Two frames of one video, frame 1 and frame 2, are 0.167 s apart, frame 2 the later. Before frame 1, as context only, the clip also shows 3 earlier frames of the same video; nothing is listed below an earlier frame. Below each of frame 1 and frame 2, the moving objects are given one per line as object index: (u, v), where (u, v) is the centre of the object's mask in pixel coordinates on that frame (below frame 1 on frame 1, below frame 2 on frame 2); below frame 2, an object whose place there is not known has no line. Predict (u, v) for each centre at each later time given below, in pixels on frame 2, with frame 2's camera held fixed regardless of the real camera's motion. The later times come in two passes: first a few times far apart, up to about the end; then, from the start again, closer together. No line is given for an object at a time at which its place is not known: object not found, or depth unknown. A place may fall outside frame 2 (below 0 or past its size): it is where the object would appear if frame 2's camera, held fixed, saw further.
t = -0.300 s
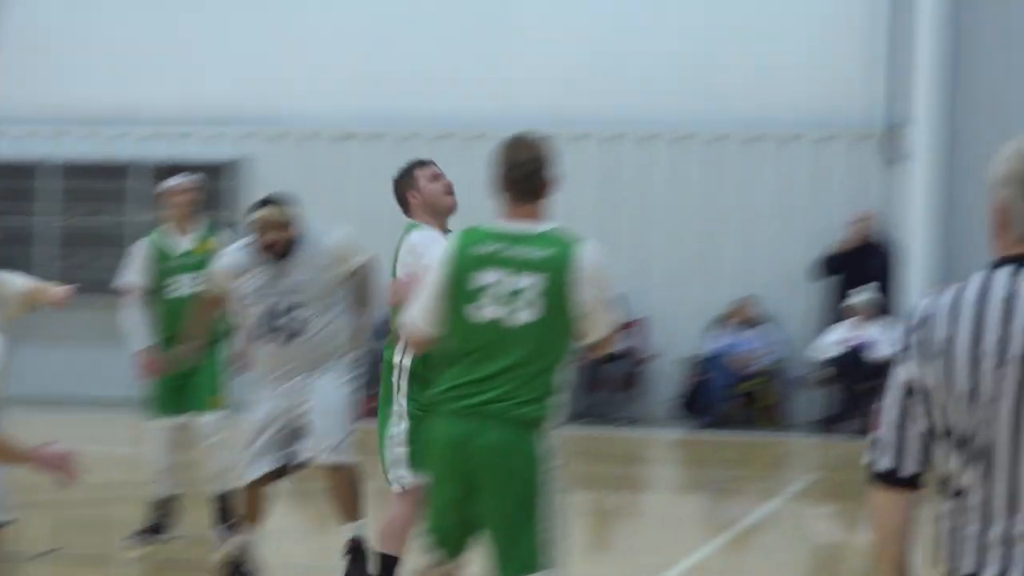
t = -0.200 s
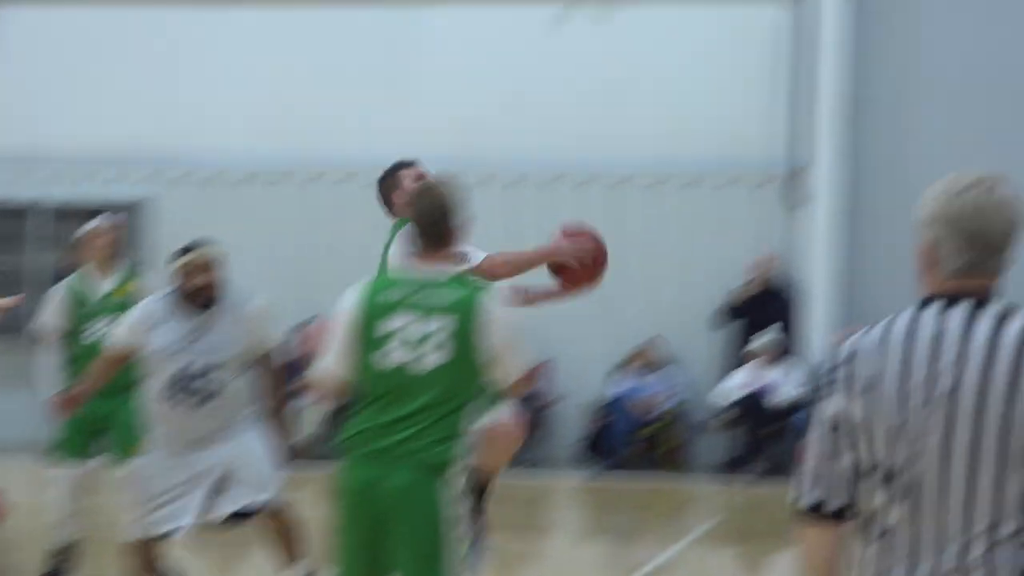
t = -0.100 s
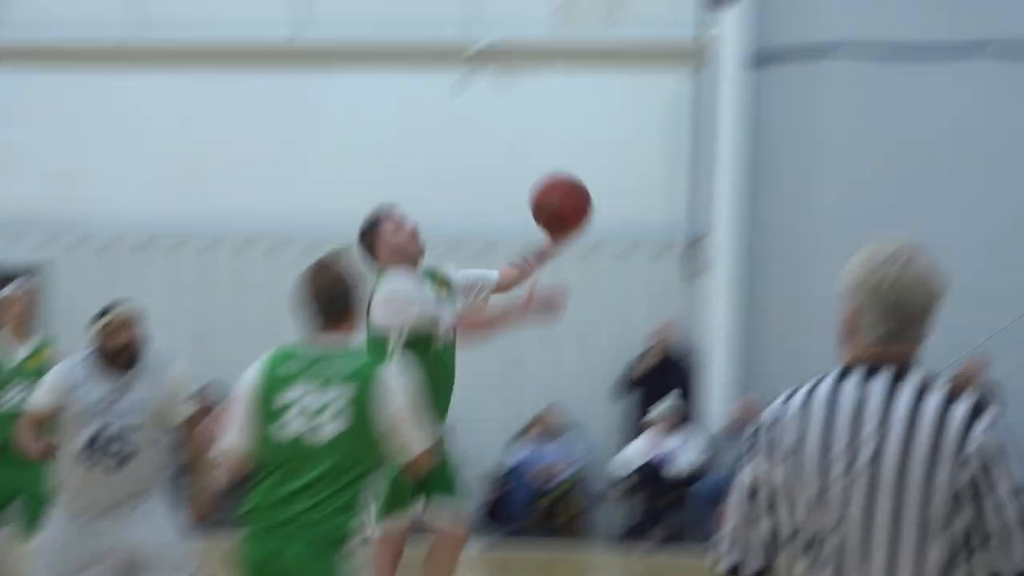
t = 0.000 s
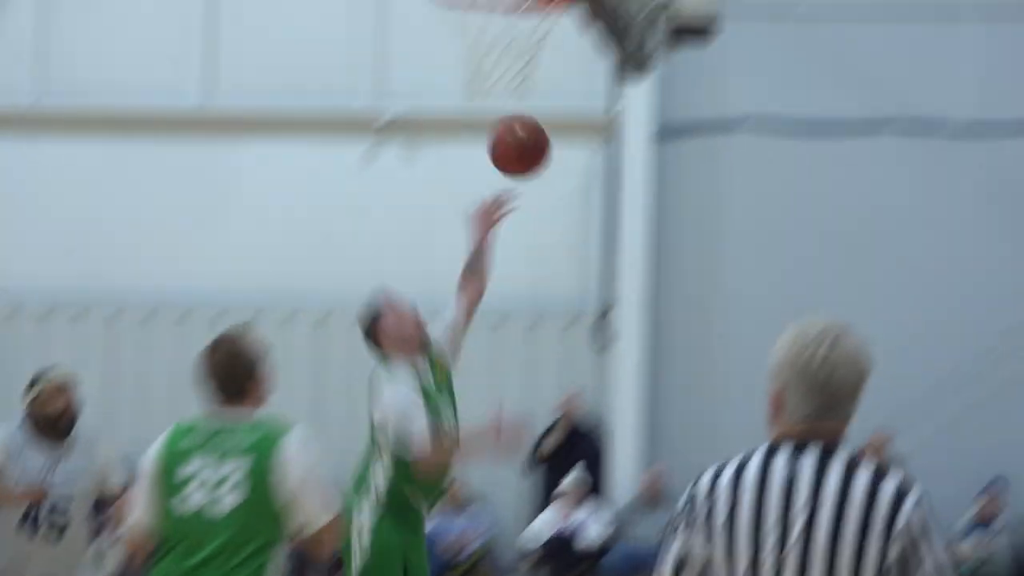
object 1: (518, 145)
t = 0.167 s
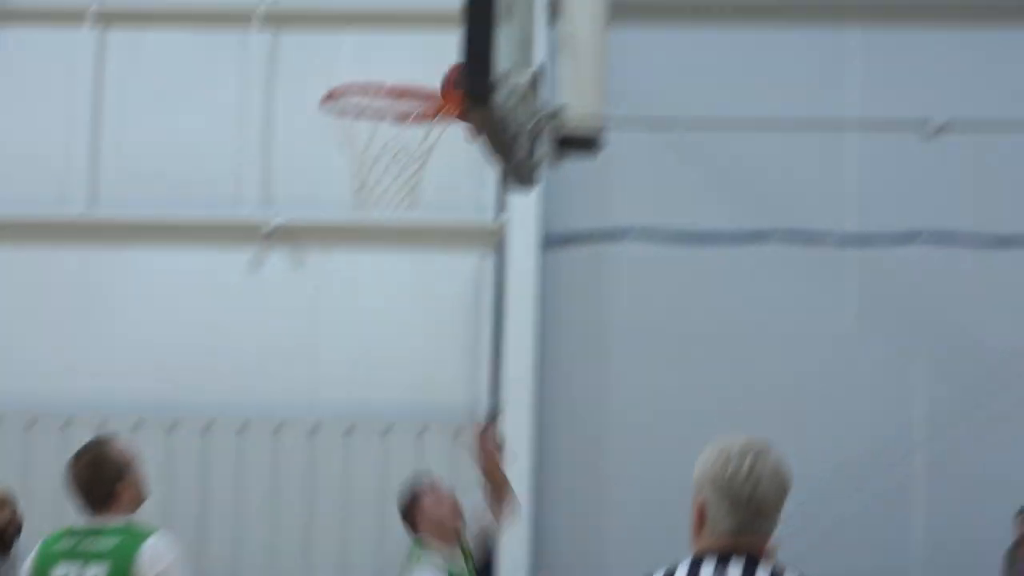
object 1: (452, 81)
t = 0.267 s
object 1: (444, 38)
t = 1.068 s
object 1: (402, 189)
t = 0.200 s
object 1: (455, 67)
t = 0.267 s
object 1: (444, 38)
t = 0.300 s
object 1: (439, 28)
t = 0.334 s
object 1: (432, 20)
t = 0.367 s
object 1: (421, 16)
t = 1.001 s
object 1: (404, 167)
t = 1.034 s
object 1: (403, 177)
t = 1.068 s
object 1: (402, 189)
